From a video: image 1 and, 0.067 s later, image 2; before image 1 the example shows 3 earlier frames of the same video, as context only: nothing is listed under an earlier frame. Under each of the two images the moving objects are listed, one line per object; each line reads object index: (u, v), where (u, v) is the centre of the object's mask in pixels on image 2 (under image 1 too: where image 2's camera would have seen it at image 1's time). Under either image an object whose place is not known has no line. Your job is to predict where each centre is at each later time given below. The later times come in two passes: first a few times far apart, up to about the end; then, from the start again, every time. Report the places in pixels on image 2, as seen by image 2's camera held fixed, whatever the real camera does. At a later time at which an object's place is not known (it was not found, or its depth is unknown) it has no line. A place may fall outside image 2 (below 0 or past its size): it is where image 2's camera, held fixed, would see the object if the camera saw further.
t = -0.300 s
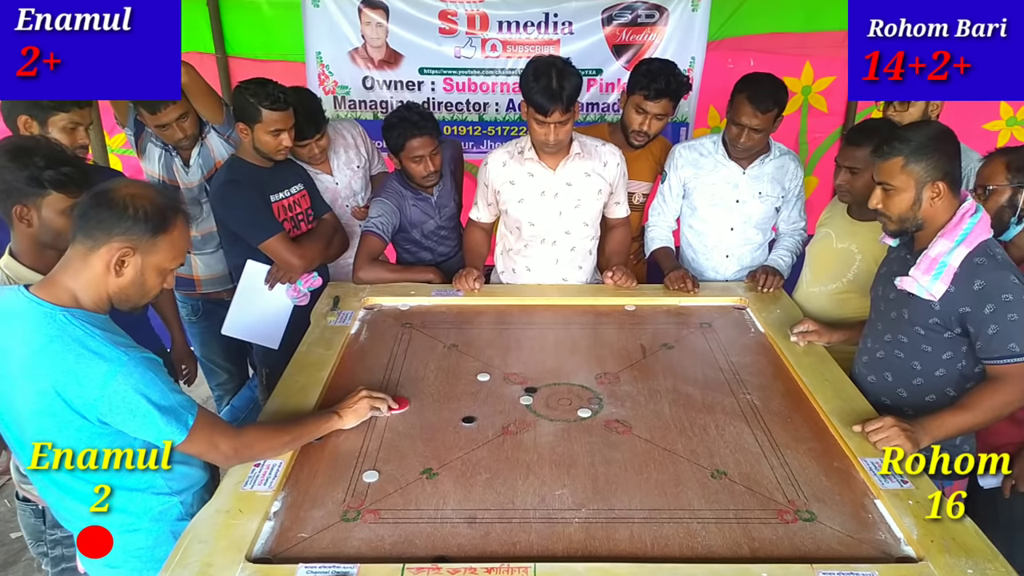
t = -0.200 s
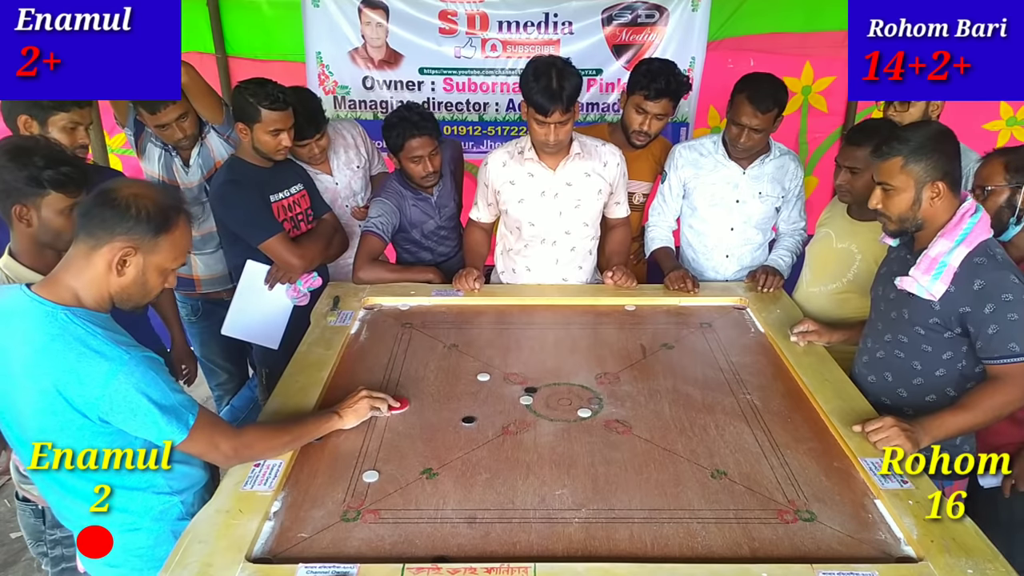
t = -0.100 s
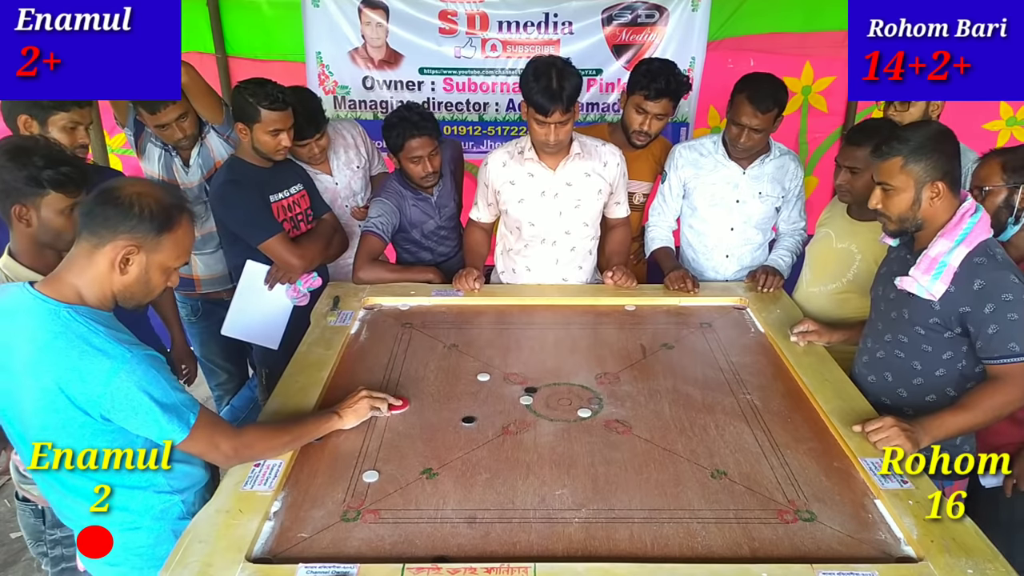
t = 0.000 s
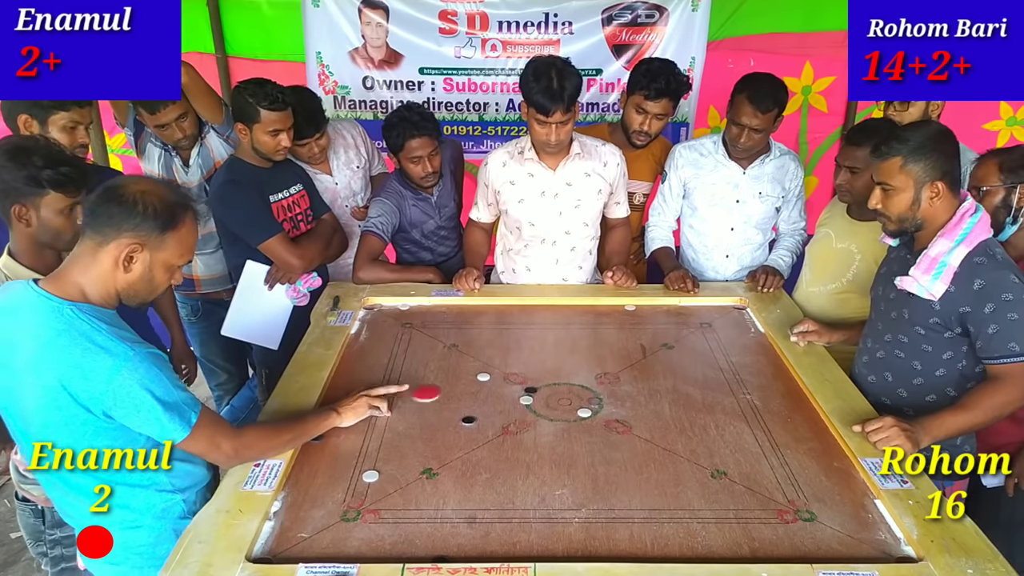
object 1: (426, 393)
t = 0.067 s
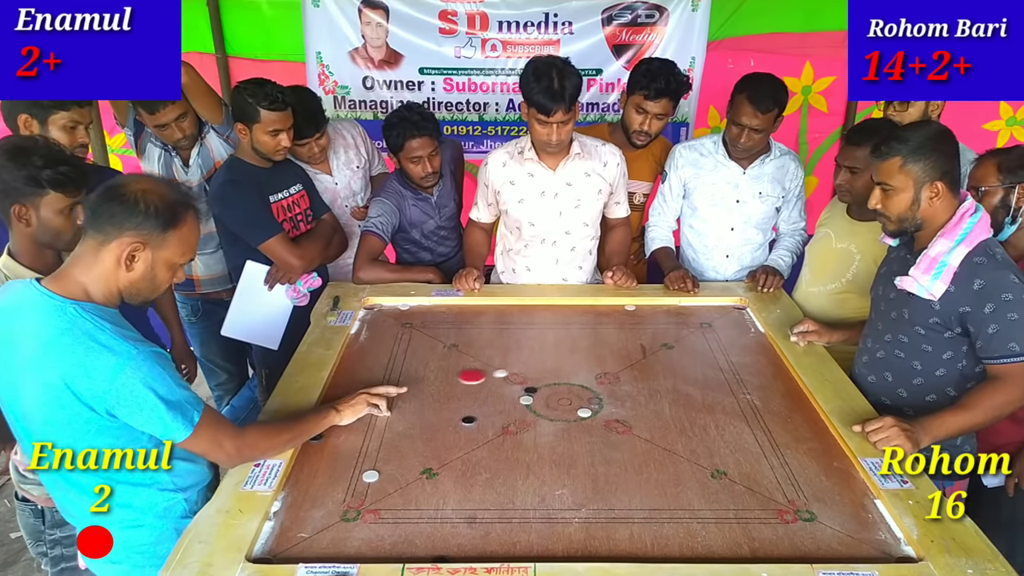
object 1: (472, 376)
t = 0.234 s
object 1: (542, 346)
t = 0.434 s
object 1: (607, 318)
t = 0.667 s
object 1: (644, 312)
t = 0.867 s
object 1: (653, 313)
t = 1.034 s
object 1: (653, 313)
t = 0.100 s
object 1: (487, 369)
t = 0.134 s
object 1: (502, 363)
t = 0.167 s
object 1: (515, 357)
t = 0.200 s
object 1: (529, 351)
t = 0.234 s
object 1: (542, 346)
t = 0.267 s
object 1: (554, 341)
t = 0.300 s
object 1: (566, 336)
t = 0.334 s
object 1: (577, 331)
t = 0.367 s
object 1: (587, 326)
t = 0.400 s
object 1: (598, 322)
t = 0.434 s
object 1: (607, 318)
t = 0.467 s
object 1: (616, 314)
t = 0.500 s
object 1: (624, 312)
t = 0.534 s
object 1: (629, 311)
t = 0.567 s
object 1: (633, 309)
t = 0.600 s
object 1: (637, 310)
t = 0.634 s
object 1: (640, 311)
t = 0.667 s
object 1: (644, 312)
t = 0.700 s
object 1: (646, 312)
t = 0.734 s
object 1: (648, 312)
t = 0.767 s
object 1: (650, 313)
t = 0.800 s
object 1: (652, 313)
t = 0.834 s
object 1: (653, 313)
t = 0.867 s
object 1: (653, 313)
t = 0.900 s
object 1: (653, 313)
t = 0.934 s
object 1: (653, 313)
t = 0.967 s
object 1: (653, 313)
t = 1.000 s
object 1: (653, 313)
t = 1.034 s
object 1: (653, 313)
